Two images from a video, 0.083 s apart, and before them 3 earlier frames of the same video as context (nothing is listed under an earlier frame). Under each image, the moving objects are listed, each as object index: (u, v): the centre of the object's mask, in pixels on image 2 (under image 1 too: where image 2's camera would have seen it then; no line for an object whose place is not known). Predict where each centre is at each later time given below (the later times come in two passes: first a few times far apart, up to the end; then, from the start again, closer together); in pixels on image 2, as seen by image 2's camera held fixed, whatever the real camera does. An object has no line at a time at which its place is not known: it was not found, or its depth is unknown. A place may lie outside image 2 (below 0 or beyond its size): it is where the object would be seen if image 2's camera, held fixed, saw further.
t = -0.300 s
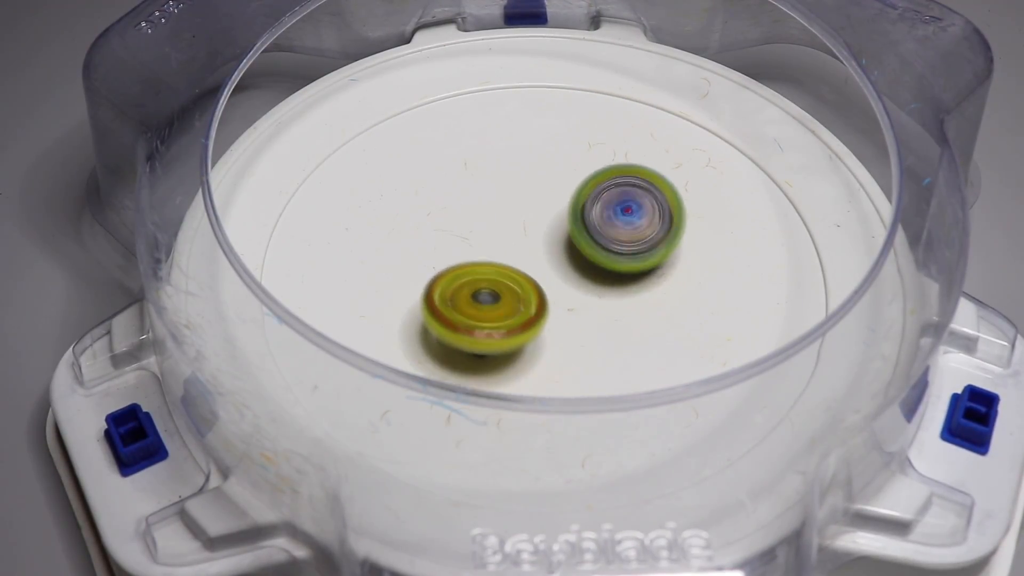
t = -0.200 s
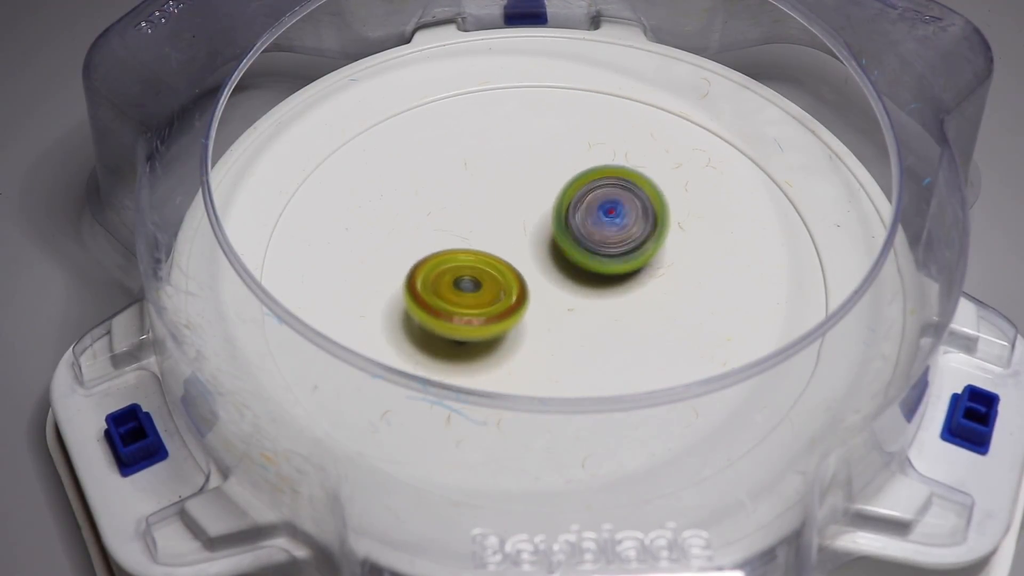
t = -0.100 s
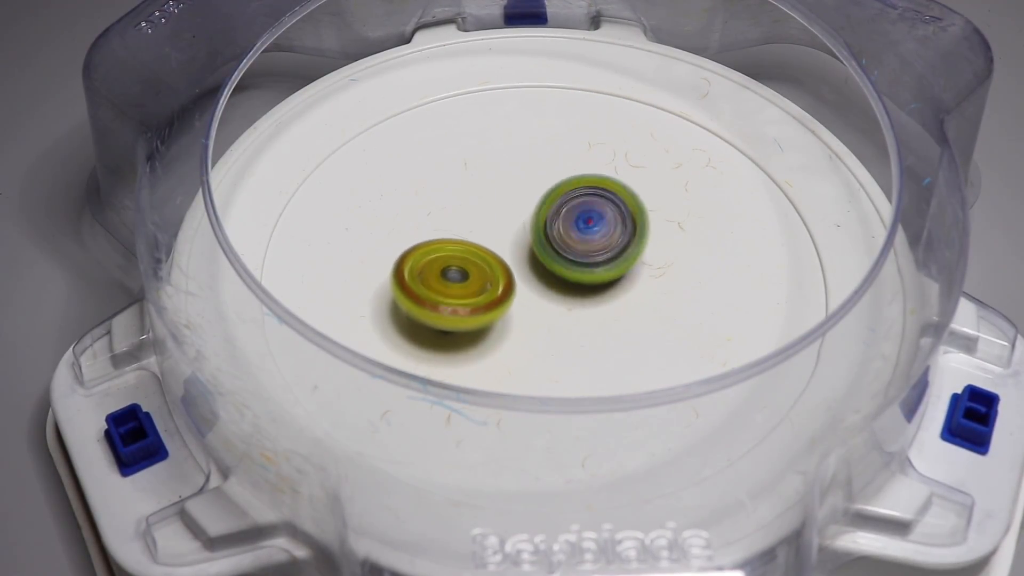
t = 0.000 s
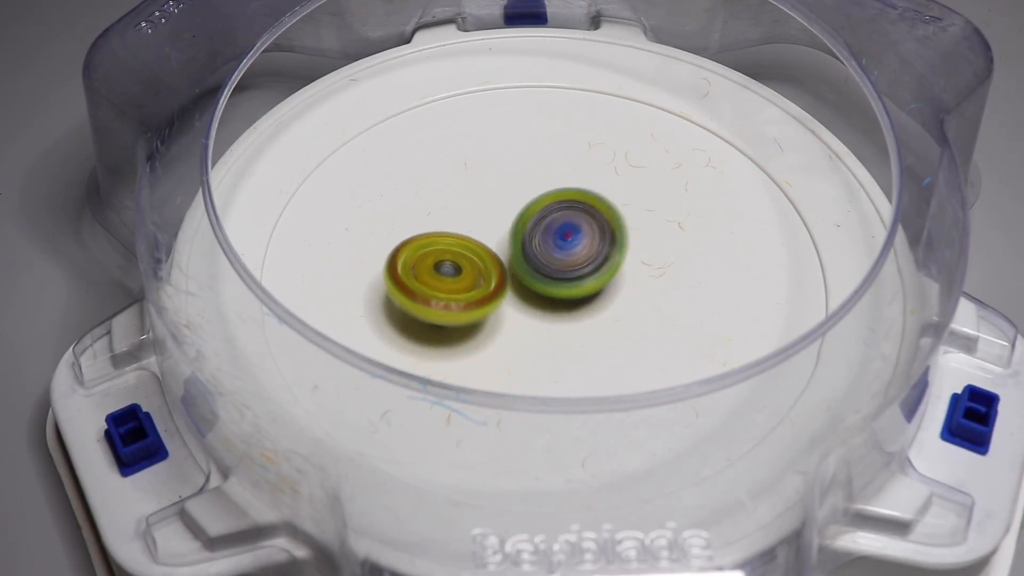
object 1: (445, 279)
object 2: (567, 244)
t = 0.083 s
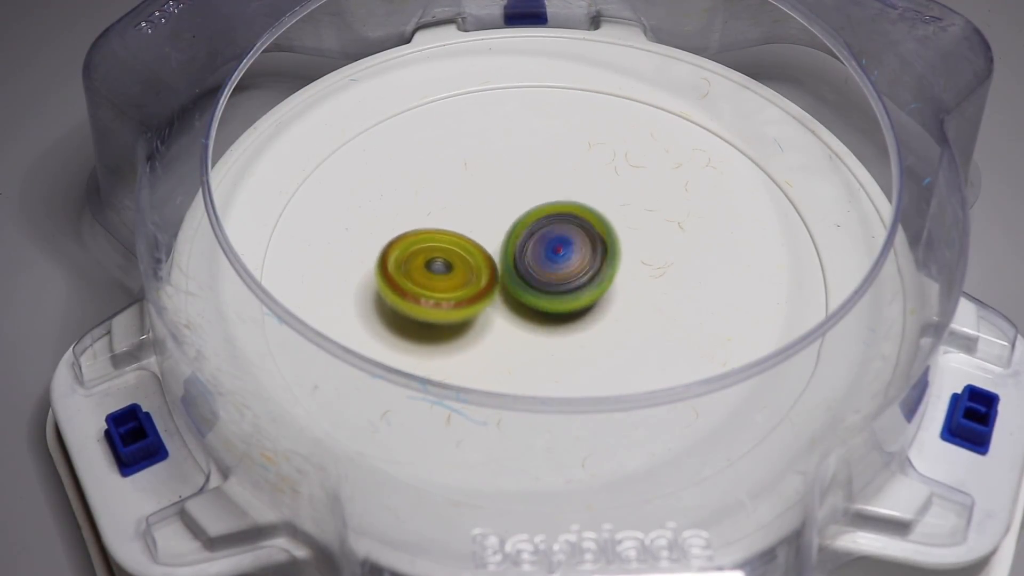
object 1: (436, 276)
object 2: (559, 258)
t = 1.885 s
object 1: (556, 193)
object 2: (552, 291)
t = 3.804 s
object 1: (609, 310)
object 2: (537, 203)
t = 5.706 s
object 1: (551, 185)
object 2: (531, 319)
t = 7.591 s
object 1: (448, 230)
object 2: (580, 244)
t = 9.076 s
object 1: (611, 307)
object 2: (474, 300)
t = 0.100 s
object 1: (432, 276)
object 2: (561, 260)
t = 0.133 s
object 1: (426, 274)
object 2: (564, 264)
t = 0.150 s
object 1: (424, 274)
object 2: (567, 267)
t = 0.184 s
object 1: (420, 274)
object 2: (571, 272)
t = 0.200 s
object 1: (419, 274)
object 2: (573, 275)
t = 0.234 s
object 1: (418, 275)
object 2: (579, 278)
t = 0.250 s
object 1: (419, 276)
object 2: (582, 282)
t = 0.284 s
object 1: (423, 277)
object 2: (587, 285)
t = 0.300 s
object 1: (425, 278)
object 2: (589, 285)
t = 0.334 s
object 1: (432, 280)
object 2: (594, 286)
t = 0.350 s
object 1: (436, 281)
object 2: (595, 288)
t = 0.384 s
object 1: (443, 282)
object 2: (596, 288)
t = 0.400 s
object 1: (448, 281)
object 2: (597, 287)
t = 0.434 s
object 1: (457, 278)
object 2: (597, 286)
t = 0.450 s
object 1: (462, 275)
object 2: (598, 287)
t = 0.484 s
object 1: (473, 270)
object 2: (598, 286)
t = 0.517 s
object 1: (478, 262)
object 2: (603, 286)
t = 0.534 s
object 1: (480, 258)
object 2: (606, 286)
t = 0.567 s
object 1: (484, 251)
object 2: (611, 285)
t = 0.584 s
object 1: (485, 247)
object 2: (613, 284)
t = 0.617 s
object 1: (488, 238)
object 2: (615, 285)
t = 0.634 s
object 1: (490, 233)
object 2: (616, 284)
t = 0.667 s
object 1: (492, 224)
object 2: (616, 284)
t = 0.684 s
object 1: (494, 219)
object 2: (616, 284)
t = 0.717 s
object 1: (496, 211)
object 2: (614, 283)
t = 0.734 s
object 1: (496, 207)
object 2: (612, 283)
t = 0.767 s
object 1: (497, 200)
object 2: (608, 282)
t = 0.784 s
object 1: (497, 196)
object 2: (606, 281)
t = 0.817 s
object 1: (496, 191)
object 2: (599, 279)
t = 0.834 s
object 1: (496, 188)
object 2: (596, 278)
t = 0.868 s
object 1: (493, 184)
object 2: (587, 277)
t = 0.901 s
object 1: (491, 181)
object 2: (580, 276)
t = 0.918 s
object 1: (490, 180)
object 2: (575, 274)
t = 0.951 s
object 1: (487, 178)
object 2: (567, 273)
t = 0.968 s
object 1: (486, 178)
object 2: (563, 272)
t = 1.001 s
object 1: (483, 179)
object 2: (555, 271)
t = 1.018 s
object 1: (482, 181)
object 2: (550, 272)
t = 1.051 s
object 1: (478, 186)
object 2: (542, 272)
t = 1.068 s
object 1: (477, 189)
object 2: (538, 273)
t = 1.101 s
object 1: (474, 191)
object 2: (534, 280)
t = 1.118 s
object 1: (473, 192)
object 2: (531, 284)
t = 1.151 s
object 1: (471, 194)
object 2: (528, 291)
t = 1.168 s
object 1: (471, 196)
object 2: (526, 295)
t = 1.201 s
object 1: (472, 200)
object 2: (524, 301)
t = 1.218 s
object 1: (473, 203)
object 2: (523, 303)
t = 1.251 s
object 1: (476, 208)
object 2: (522, 308)
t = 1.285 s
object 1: (479, 215)
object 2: (521, 312)
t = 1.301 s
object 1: (482, 218)
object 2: (522, 314)
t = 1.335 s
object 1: (487, 223)
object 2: (523, 318)
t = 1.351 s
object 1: (491, 225)
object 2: (524, 320)
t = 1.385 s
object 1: (499, 228)
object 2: (527, 324)
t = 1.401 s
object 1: (504, 229)
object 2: (529, 327)
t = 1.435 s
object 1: (514, 225)
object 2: (532, 333)
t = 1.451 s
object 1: (520, 224)
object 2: (534, 337)
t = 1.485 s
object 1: (534, 221)
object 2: (538, 340)
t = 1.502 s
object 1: (540, 220)
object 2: (540, 339)
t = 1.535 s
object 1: (552, 216)
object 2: (544, 340)
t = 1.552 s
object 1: (557, 214)
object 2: (547, 339)
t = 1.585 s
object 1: (566, 209)
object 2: (551, 336)
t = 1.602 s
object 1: (570, 207)
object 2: (553, 336)
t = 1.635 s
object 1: (577, 203)
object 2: (557, 333)
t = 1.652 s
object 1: (580, 201)
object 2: (559, 330)
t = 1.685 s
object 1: (582, 198)
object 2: (561, 325)
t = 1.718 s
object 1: (581, 195)
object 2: (563, 318)
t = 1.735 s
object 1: (580, 195)
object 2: (564, 317)
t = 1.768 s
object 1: (576, 194)
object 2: (564, 309)
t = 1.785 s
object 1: (573, 194)
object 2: (563, 305)
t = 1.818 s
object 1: (566, 195)
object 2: (560, 298)
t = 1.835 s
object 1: (563, 196)
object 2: (559, 295)
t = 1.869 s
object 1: (558, 196)
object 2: (555, 291)
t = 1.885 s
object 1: (556, 193)
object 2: (552, 291)
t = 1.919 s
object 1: (554, 189)
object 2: (547, 293)
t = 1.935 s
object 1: (553, 187)
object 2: (544, 293)
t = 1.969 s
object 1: (551, 186)
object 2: (537, 292)
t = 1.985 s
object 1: (550, 186)
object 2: (535, 292)
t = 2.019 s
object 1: (549, 188)
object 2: (528, 290)
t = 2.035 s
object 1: (548, 189)
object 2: (526, 289)
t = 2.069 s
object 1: (546, 194)
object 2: (520, 287)
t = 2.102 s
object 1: (546, 194)
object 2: (514, 288)
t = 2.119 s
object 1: (547, 195)
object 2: (510, 288)
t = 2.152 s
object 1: (547, 195)
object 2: (504, 289)
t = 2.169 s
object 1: (548, 196)
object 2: (501, 290)
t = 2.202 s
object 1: (548, 199)
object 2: (496, 290)
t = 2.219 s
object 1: (548, 200)
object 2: (494, 289)
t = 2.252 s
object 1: (549, 204)
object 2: (491, 288)
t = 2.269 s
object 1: (550, 206)
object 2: (488, 288)
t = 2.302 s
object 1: (553, 208)
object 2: (485, 287)
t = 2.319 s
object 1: (556, 210)
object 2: (483, 287)
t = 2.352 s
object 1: (562, 215)
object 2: (480, 286)
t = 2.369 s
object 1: (565, 219)
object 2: (480, 285)
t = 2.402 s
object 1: (575, 224)
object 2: (476, 284)
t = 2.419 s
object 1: (581, 227)
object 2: (474, 284)
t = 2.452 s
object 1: (592, 232)
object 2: (470, 282)
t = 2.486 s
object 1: (599, 238)
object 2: (468, 279)
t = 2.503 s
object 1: (602, 240)
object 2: (467, 278)
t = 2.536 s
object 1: (605, 246)
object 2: (466, 274)
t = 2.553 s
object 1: (605, 248)
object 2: (466, 272)
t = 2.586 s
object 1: (603, 252)
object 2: (467, 268)
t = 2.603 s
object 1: (602, 254)
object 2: (468, 266)
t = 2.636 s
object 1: (597, 257)
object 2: (471, 262)
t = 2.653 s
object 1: (596, 258)
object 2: (472, 260)
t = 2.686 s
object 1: (600, 261)
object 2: (468, 255)
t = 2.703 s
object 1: (604, 262)
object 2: (466, 252)
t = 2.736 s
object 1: (611, 264)
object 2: (464, 247)
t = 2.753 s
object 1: (614, 266)
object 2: (463, 245)
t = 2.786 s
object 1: (622, 267)
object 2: (463, 240)
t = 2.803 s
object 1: (626, 268)
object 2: (465, 240)
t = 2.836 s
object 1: (633, 269)
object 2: (468, 237)
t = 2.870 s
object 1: (640, 269)
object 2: (472, 234)
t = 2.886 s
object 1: (643, 269)
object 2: (475, 233)
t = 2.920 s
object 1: (648, 268)
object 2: (482, 231)
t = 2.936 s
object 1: (650, 266)
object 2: (485, 230)
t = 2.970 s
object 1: (652, 263)
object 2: (492, 228)
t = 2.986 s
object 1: (651, 261)
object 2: (495, 227)
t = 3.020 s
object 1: (647, 258)
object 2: (502, 226)
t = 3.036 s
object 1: (644, 257)
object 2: (506, 225)
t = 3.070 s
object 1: (636, 254)
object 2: (514, 225)
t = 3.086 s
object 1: (631, 253)
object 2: (517, 225)
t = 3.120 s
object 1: (631, 254)
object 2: (516, 221)
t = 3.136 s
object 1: (631, 256)
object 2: (515, 219)
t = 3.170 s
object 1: (630, 258)
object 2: (513, 215)
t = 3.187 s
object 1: (628, 259)
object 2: (513, 214)
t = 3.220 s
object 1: (623, 260)
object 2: (513, 212)
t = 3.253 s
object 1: (617, 261)
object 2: (513, 210)
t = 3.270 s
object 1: (613, 262)
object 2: (514, 209)
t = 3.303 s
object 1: (610, 264)
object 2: (513, 206)
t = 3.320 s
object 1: (612, 267)
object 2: (510, 203)
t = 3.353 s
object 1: (614, 274)
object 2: (506, 198)
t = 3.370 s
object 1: (615, 277)
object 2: (504, 197)
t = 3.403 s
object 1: (617, 284)
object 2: (502, 194)
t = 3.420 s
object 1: (618, 287)
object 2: (502, 193)
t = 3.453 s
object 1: (620, 292)
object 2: (502, 191)
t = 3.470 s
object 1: (621, 294)
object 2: (503, 191)
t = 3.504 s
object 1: (620, 296)
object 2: (505, 192)
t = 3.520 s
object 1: (620, 296)
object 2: (507, 193)
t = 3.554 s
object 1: (618, 296)
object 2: (511, 196)
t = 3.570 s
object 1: (616, 295)
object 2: (513, 198)
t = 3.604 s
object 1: (614, 293)
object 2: (518, 202)
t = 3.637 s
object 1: (609, 290)
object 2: (524, 206)
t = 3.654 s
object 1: (607, 288)
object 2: (527, 209)
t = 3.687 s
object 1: (605, 285)
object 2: (533, 213)
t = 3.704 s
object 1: (607, 288)
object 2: (534, 211)
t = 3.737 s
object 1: (611, 297)
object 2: (535, 208)
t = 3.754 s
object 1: (611, 301)
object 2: (535, 206)
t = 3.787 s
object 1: (609, 307)
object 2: (536, 204)
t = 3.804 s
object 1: (609, 310)
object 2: (537, 203)
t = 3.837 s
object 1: (607, 314)
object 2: (540, 203)
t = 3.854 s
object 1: (606, 315)
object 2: (542, 203)
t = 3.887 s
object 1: (603, 315)
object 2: (547, 204)
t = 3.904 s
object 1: (601, 315)
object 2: (549, 204)
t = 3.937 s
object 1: (598, 313)
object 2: (554, 207)
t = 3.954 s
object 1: (597, 312)
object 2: (557, 209)
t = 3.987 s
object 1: (593, 308)
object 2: (562, 213)
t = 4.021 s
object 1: (590, 304)
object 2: (567, 215)
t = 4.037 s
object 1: (589, 306)
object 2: (570, 216)
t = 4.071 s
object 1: (584, 312)
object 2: (575, 214)
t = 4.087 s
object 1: (581, 314)
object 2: (578, 213)
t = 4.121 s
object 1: (575, 315)
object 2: (583, 212)
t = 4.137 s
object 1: (572, 316)
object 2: (585, 211)
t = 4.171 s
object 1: (566, 315)
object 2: (590, 212)
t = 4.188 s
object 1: (563, 315)
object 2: (592, 212)
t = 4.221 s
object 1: (557, 312)
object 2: (595, 214)
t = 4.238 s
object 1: (555, 311)
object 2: (597, 216)
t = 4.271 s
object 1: (550, 307)
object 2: (600, 220)
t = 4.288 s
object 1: (547, 305)
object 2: (601, 221)
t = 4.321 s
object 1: (541, 302)
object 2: (604, 224)
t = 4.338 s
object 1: (535, 303)
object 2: (607, 225)
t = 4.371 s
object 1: (526, 303)
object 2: (613, 225)
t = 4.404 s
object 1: (517, 300)
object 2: (618, 226)
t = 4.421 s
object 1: (513, 300)
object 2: (620, 227)
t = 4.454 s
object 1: (507, 298)
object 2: (622, 230)
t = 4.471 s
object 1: (504, 296)
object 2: (623, 231)
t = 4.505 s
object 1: (498, 293)
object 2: (625, 236)
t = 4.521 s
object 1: (496, 292)
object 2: (625, 238)
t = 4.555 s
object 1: (491, 288)
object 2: (623, 243)
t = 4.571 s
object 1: (488, 287)
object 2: (622, 245)
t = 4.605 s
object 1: (485, 284)
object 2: (620, 251)
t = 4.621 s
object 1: (483, 282)
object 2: (618, 254)
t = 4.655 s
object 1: (479, 277)
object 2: (615, 260)
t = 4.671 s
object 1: (478, 276)
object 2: (613, 263)
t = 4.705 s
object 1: (477, 272)
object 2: (609, 269)
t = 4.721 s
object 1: (475, 269)
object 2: (607, 271)
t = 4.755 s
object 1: (474, 266)
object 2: (602, 277)
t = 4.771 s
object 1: (473, 264)
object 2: (599, 280)
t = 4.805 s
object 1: (472, 260)
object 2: (594, 285)
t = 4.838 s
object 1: (464, 253)
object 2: (596, 290)
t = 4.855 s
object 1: (461, 250)
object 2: (597, 294)
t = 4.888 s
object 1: (455, 243)
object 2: (599, 298)
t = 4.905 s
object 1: (453, 240)
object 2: (600, 299)
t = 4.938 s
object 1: (452, 236)
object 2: (600, 303)
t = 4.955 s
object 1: (452, 234)
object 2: (600, 304)
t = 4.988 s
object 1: (451, 230)
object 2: (599, 306)
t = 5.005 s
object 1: (452, 230)
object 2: (598, 307)
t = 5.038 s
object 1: (454, 227)
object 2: (595, 308)
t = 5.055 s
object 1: (454, 226)
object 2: (594, 307)
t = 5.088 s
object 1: (458, 224)
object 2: (590, 308)
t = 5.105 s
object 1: (460, 223)
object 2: (588, 308)
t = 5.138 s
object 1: (462, 221)
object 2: (584, 308)
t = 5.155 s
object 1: (465, 221)
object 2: (581, 307)
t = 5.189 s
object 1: (470, 218)
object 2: (576, 306)
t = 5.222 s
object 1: (474, 218)
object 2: (571, 305)
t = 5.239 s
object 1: (479, 217)
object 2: (568, 304)
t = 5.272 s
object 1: (484, 216)
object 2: (562, 303)
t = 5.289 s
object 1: (487, 216)
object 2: (560, 302)
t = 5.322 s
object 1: (495, 215)
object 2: (554, 300)
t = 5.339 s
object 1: (498, 212)
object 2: (552, 303)
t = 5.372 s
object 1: (504, 205)
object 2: (550, 307)
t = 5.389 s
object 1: (507, 203)
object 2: (549, 310)
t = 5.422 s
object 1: (513, 197)
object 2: (546, 314)
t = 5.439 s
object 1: (516, 195)
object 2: (545, 316)
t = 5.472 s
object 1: (522, 191)
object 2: (544, 319)
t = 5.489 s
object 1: (525, 189)
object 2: (543, 321)
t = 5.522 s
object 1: (529, 186)
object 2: (541, 323)
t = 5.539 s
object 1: (532, 185)
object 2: (540, 323)
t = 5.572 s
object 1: (535, 183)
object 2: (539, 324)
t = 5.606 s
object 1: (540, 183)
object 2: (538, 323)
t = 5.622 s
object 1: (542, 182)
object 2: (536, 323)
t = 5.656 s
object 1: (545, 183)
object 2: (535, 322)
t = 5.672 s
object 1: (547, 184)
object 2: (533, 321)
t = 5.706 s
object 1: (551, 185)
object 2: (531, 319)
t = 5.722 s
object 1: (553, 187)
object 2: (530, 317)
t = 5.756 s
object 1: (557, 189)
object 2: (528, 314)
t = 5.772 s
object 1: (558, 192)
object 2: (527, 312)
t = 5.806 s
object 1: (563, 196)
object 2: (525, 308)
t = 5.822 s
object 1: (565, 198)
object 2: (524, 305)
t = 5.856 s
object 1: (570, 203)
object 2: (521, 301)
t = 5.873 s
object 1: (573, 204)
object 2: (519, 298)
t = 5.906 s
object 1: (577, 209)
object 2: (516, 294)
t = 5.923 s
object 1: (580, 212)
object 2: (514, 292)
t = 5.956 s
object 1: (587, 214)
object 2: (507, 291)
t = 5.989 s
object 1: (595, 217)
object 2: (500, 290)
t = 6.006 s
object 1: (599, 219)
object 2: (497, 290)
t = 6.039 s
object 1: (607, 223)
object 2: (491, 288)
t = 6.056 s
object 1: (610, 225)
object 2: (489, 288)
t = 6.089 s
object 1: (616, 230)
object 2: (484, 287)
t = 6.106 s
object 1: (619, 233)
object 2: (482, 286)
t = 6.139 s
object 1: (623, 239)
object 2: (479, 285)
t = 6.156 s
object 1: (625, 242)
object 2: (478, 284)
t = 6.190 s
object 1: (629, 249)
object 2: (477, 283)
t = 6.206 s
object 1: (630, 252)
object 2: (477, 282)
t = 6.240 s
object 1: (633, 259)
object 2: (476, 280)
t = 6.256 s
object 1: (633, 263)
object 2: (476, 279)
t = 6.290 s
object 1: (635, 270)
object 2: (476, 277)
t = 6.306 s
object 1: (635, 274)
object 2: (477, 275)
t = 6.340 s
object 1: (635, 281)
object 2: (478, 274)
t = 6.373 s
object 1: (634, 288)
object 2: (481, 271)
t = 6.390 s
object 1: (634, 291)
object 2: (483, 269)
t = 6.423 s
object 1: (632, 298)
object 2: (486, 266)
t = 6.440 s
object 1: (630, 300)
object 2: (487, 265)
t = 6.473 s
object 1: (627, 307)
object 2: (491, 263)
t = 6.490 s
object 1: (625, 309)
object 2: (494, 261)
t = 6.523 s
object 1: (620, 314)
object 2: (498, 258)
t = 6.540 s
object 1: (618, 316)
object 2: (500, 256)
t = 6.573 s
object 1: (612, 320)
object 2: (504, 252)
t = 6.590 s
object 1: (608, 322)
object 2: (506, 251)
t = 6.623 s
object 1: (602, 325)
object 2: (511, 248)
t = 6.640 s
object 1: (598, 327)
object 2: (513, 246)
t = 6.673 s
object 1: (590, 330)
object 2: (518, 243)
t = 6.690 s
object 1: (586, 331)
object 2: (520, 241)
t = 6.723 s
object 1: (577, 332)
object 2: (523, 238)
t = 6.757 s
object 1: (568, 333)
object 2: (527, 236)
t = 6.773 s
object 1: (564, 334)
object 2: (529, 235)
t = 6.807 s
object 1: (555, 334)
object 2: (533, 233)
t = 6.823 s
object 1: (550, 333)
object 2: (535, 231)
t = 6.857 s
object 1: (541, 333)
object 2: (537, 230)
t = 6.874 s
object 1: (536, 332)
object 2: (539, 230)
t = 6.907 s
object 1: (527, 331)
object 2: (542, 229)
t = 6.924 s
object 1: (523, 330)
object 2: (544, 228)
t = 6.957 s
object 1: (513, 328)
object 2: (546, 227)
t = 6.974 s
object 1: (509, 326)
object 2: (547, 227)
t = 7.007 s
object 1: (500, 324)
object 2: (549, 227)
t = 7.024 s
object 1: (496, 322)
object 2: (551, 227)
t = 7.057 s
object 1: (487, 318)
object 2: (553, 226)
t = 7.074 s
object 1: (483, 316)
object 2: (554, 226)
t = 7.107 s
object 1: (476, 312)
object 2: (554, 226)
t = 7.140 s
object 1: (469, 307)
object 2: (555, 227)
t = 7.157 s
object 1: (466, 305)
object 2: (556, 226)
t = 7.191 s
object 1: (460, 300)
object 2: (556, 226)
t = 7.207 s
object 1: (458, 297)
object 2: (556, 226)
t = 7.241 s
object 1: (453, 292)
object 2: (557, 227)
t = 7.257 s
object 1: (451, 289)
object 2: (557, 227)
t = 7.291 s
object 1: (448, 283)
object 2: (558, 227)
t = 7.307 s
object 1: (447, 280)
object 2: (558, 227)
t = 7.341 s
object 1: (445, 275)
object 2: (558, 229)
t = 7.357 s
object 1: (445, 272)
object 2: (559, 230)
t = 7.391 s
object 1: (444, 266)
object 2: (561, 232)
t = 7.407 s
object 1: (444, 262)
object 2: (562, 233)
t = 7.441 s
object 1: (445, 256)
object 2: (563, 234)
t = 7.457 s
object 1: (445, 253)
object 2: (564, 236)
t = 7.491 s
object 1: (446, 246)
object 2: (567, 238)
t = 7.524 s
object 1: (446, 241)
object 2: (571, 240)
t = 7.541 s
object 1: (445, 238)
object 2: (574, 241)
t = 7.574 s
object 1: (447, 232)
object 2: (577, 243)
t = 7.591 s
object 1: (448, 230)
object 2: (580, 244)
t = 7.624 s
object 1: (451, 225)
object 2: (583, 245)
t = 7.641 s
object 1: (452, 223)
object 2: (585, 245)
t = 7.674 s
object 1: (457, 219)
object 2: (587, 247)
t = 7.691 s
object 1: (460, 217)
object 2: (589, 248)
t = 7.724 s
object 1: (465, 214)
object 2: (592, 248)
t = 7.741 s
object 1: (468, 212)
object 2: (593, 248)
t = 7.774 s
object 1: (475, 209)
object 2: (594, 250)
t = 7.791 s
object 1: (479, 208)
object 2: (595, 250)
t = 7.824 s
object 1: (486, 205)
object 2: (597, 251)
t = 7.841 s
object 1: (489, 203)
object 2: (598, 251)
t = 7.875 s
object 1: (497, 201)
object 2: (599, 253)
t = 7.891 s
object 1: (501, 199)
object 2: (600, 254)
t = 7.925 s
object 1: (505, 193)
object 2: (607, 259)
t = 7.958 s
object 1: (509, 189)
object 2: (612, 265)
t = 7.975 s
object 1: (511, 187)
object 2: (615, 267)
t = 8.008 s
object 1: (517, 186)
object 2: (618, 270)
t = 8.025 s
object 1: (519, 184)
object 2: (618, 271)
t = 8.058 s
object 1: (525, 185)
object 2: (618, 273)
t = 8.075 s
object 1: (527, 185)
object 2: (618, 273)
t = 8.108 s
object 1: (534, 186)
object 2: (616, 272)
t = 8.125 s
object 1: (537, 187)
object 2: (614, 271)
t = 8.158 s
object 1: (544, 189)
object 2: (611, 271)
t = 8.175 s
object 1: (547, 190)
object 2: (610, 272)
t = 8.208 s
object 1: (553, 186)
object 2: (610, 280)
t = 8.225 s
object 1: (555, 184)
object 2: (610, 283)
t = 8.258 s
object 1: (562, 184)
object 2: (607, 288)
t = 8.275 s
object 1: (564, 184)
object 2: (606, 290)
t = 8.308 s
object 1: (572, 186)
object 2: (602, 293)
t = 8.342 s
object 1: (579, 191)
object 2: (598, 294)
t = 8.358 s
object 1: (581, 193)
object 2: (597, 294)
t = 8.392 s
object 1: (588, 198)
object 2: (593, 294)
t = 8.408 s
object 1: (592, 199)
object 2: (591, 297)
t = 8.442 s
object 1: (598, 198)
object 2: (585, 305)
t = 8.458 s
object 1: (602, 200)
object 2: (582, 308)
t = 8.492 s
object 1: (607, 202)
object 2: (576, 313)
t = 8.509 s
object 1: (609, 203)
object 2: (573, 314)
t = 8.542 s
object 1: (613, 208)
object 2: (568, 318)
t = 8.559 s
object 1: (615, 210)
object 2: (565, 319)
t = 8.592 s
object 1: (618, 217)
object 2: (560, 321)
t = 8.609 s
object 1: (618, 220)
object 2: (558, 322)
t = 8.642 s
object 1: (621, 228)
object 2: (552, 322)
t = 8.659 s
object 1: (621, 233)
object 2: (550, 322)
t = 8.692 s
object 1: (624, 241)
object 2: (545, 322)
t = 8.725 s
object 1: (627, 250)
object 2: (539, 322)
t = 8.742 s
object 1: (630, 253)
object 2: (532, 324)
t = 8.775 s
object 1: (638, 258)
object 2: (517, 326)
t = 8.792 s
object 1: (642, 261)
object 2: (511, 326)
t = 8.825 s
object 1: (645, 266)
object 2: (501, 326)
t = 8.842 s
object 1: (647, 268)
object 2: (496, 326)
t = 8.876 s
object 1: (647, 274)
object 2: (490, 323)
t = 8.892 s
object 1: (646, 276)
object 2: (487, 322)
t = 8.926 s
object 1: (643, 282)
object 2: (482, 319)
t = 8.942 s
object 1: (640, 284)
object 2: (480, 318)
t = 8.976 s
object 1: (636, 289)
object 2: (477, 314)
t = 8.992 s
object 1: (632, 293)
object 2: (476, 312)
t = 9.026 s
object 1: (624, 298)
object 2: (475, 308)
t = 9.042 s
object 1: (621, 301)
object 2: (474, 306)
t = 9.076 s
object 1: (611, 307)
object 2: (474, 300)
